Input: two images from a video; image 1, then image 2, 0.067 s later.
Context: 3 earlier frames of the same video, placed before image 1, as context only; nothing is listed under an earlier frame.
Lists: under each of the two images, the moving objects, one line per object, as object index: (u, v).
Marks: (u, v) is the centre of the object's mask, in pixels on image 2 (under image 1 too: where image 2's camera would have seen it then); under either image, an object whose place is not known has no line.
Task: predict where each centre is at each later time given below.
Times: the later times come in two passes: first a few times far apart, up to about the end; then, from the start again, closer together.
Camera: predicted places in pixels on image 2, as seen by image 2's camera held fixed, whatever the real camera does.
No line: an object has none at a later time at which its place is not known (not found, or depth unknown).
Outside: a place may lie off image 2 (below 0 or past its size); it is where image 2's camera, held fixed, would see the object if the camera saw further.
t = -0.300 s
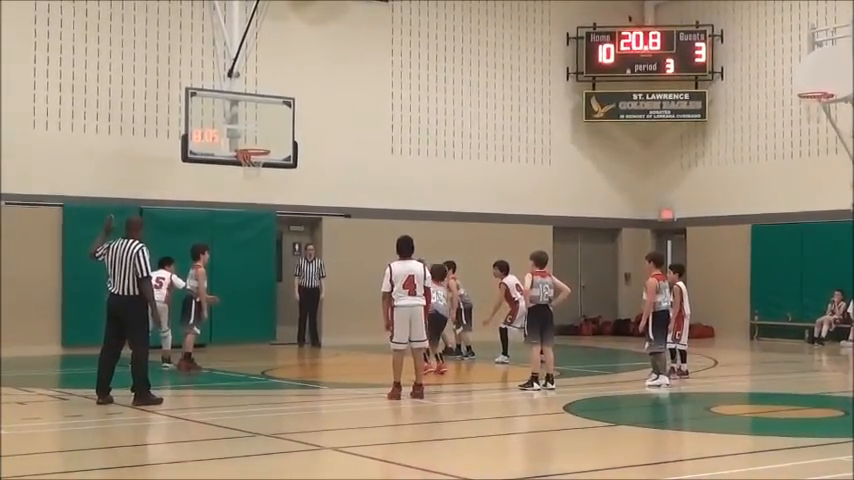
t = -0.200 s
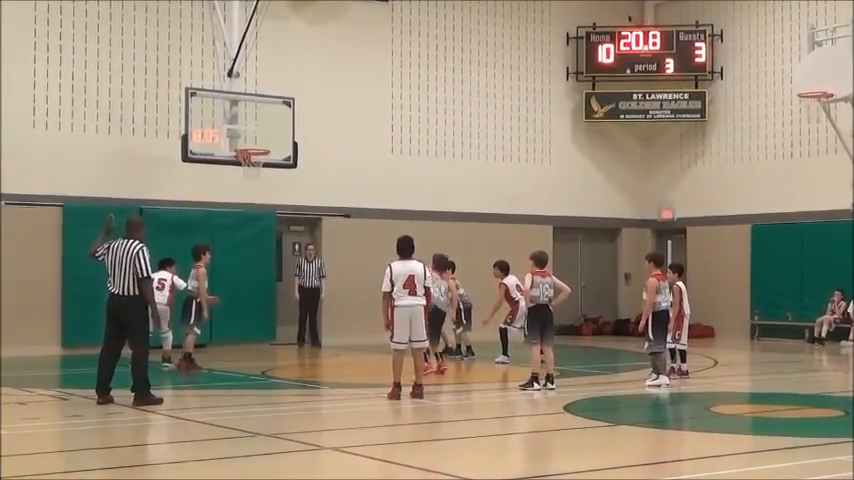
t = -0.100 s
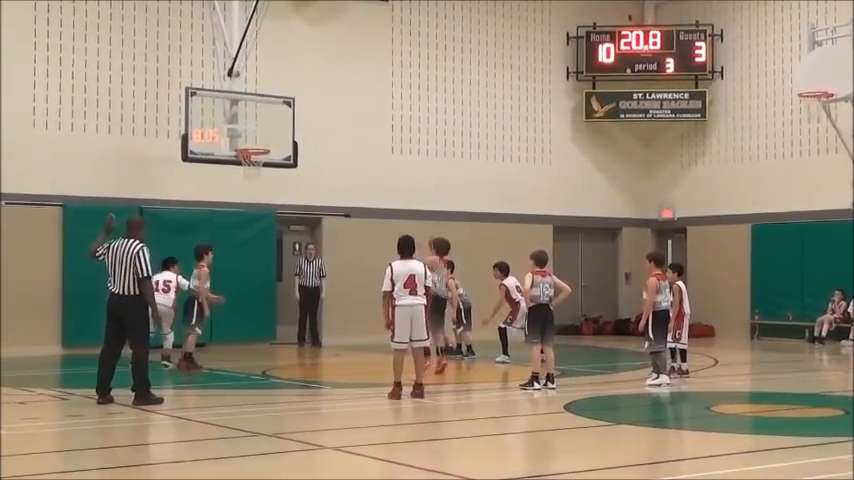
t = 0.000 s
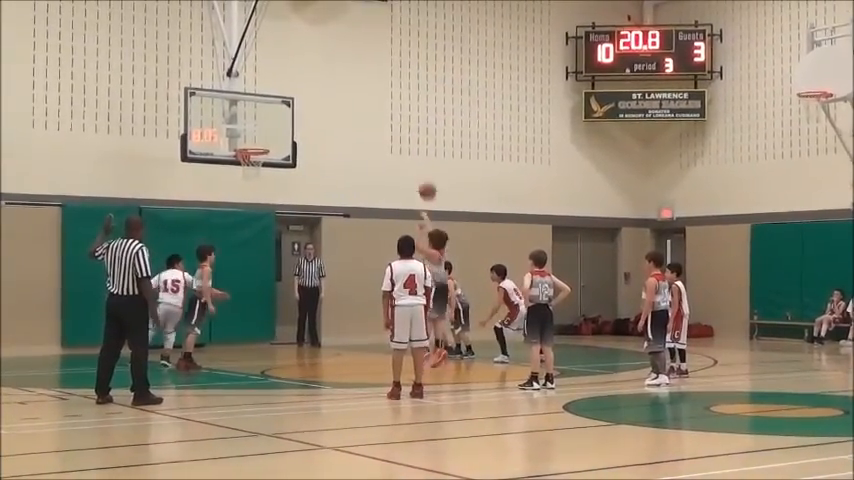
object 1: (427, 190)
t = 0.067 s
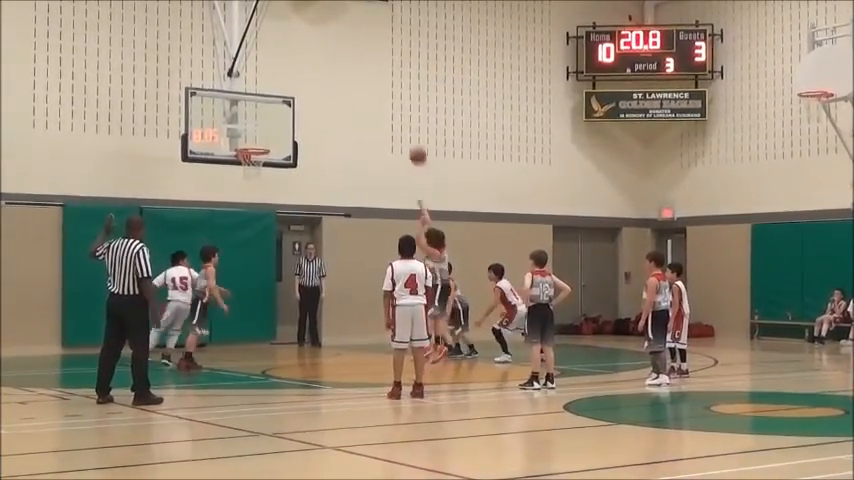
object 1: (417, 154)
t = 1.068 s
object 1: (293, 73)
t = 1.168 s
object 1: (282, 102)
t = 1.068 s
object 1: (293, 73)
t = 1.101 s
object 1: (289, 82)
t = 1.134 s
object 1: (285, 91)
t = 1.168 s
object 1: (282, 102)
